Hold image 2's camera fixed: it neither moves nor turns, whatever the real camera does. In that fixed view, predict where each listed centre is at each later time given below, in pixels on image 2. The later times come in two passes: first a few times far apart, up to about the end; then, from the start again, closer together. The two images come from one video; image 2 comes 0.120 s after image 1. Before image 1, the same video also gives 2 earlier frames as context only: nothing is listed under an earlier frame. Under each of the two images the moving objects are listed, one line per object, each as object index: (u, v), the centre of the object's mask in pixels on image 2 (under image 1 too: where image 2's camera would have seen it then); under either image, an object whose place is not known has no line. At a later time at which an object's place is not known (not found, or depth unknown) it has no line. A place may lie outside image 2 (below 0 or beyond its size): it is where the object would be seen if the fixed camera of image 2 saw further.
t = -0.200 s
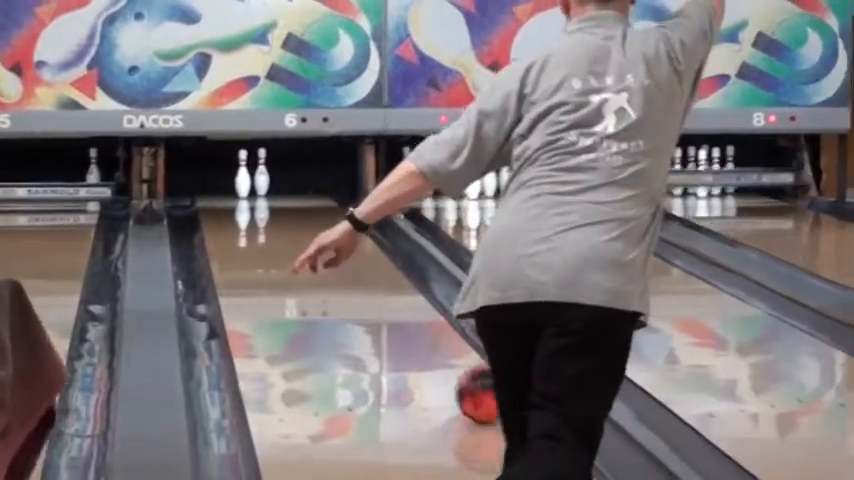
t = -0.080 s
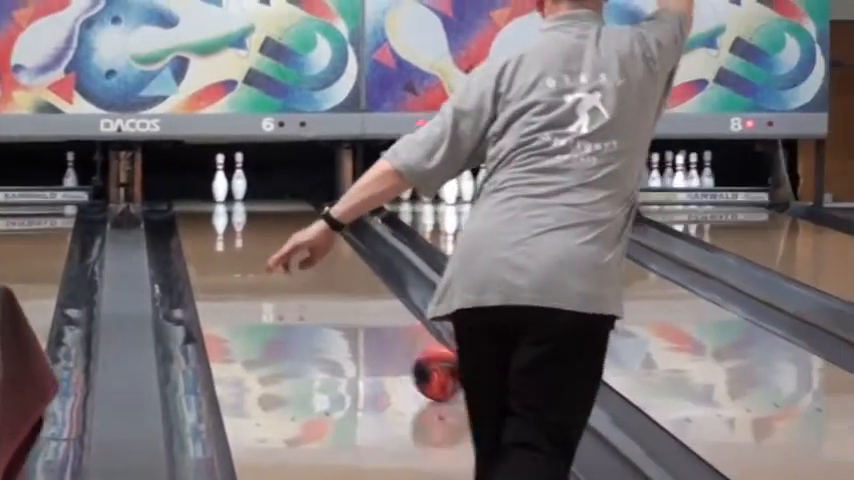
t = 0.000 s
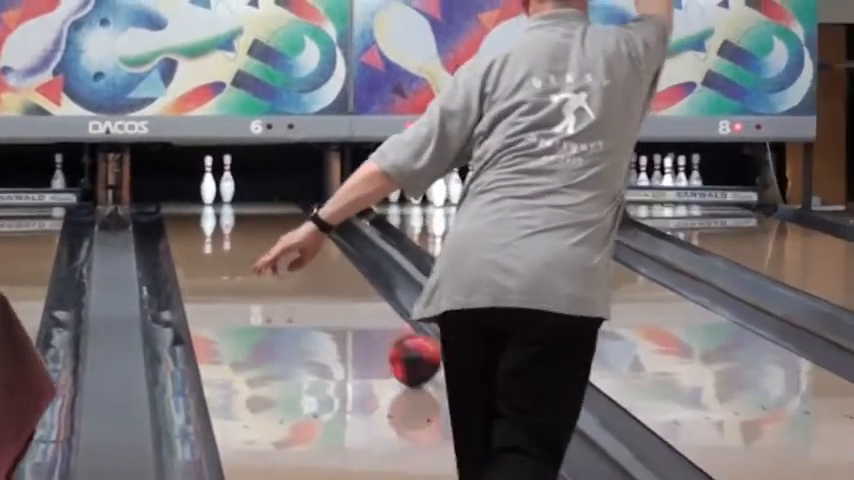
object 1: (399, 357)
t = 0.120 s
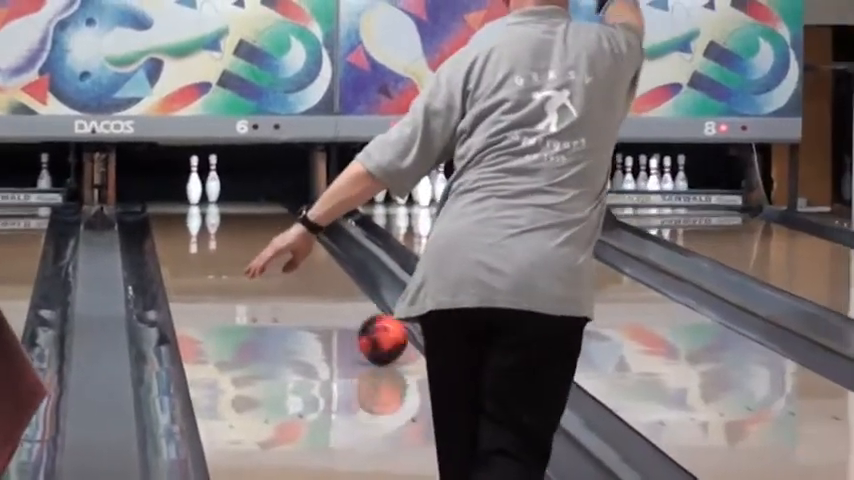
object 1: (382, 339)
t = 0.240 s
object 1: (365, 322)
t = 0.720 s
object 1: (313, 266)
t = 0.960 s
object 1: (292, 245)
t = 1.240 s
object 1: (270, 223)
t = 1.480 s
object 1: (250, 209)
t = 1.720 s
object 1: (229, 197)
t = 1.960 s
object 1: (208, 182)
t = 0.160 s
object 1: (376, 333)
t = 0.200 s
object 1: (371, 328)
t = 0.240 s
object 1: (365, 322)
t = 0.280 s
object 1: (360, 316)
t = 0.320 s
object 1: (355, 311)
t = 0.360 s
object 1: (348, 304)
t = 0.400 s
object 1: (345, 301)
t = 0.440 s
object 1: (344, 304)
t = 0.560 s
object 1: (325, 282)
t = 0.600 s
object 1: (324, 278)
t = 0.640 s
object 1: (320, 273)
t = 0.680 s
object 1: (316, 270)
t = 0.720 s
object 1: (313, 266)
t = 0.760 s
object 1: (309, 262)
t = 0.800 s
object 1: (305, 258)
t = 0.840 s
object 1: (302, 254)
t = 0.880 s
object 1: (299, 250)
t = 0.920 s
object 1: (294, 247)
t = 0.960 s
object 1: (292, 245)
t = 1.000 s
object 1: (289, 241)
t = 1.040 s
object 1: (285, 237)
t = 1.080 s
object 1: (282, 236)
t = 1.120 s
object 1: (280, 231)
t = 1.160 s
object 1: (275, 229)
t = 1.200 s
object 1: (273, 226)
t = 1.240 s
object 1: (270, 223)
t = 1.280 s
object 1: (266, 222)
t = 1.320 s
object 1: (264, 218)
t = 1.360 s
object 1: (259, 215)
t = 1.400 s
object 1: (256, 214)
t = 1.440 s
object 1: (253, 212)
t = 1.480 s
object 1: (250, 209)
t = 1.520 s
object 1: (247, 207)
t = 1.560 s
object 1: (243, 206)
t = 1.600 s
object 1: (239, 205)
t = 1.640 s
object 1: (235, 202)
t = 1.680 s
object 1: (233, 201)
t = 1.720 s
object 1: (229, 197)
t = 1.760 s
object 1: (227, 196)
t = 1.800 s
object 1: (222, 193)
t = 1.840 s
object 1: (219, 192)
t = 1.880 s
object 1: (215, 191)
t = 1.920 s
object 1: (212, 188)
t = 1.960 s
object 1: (208, 182)
